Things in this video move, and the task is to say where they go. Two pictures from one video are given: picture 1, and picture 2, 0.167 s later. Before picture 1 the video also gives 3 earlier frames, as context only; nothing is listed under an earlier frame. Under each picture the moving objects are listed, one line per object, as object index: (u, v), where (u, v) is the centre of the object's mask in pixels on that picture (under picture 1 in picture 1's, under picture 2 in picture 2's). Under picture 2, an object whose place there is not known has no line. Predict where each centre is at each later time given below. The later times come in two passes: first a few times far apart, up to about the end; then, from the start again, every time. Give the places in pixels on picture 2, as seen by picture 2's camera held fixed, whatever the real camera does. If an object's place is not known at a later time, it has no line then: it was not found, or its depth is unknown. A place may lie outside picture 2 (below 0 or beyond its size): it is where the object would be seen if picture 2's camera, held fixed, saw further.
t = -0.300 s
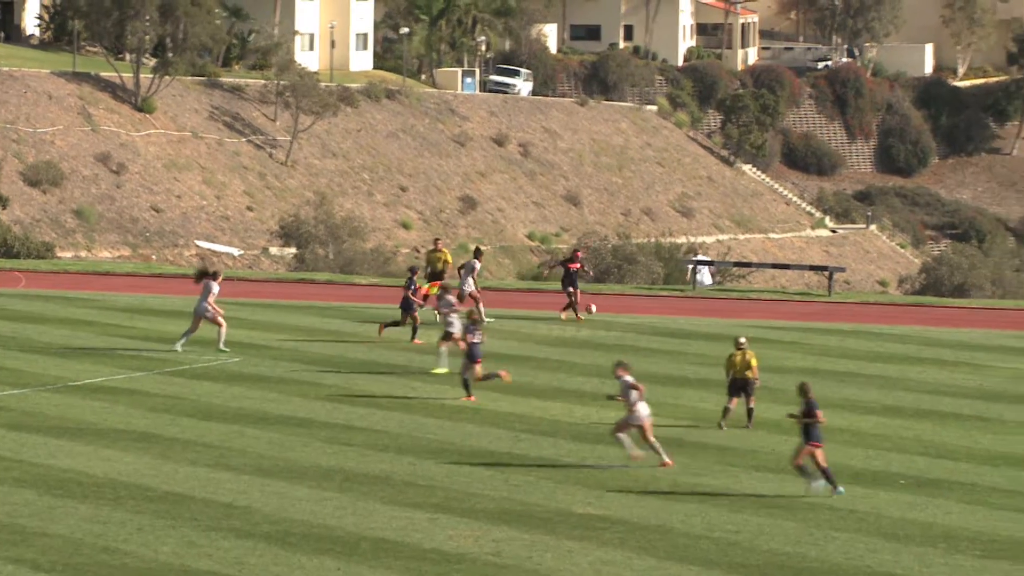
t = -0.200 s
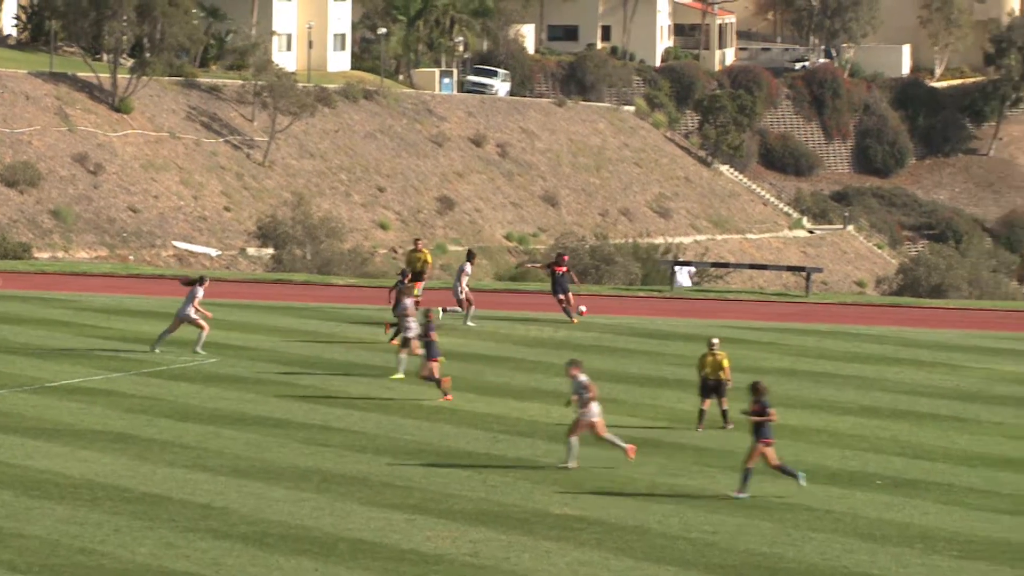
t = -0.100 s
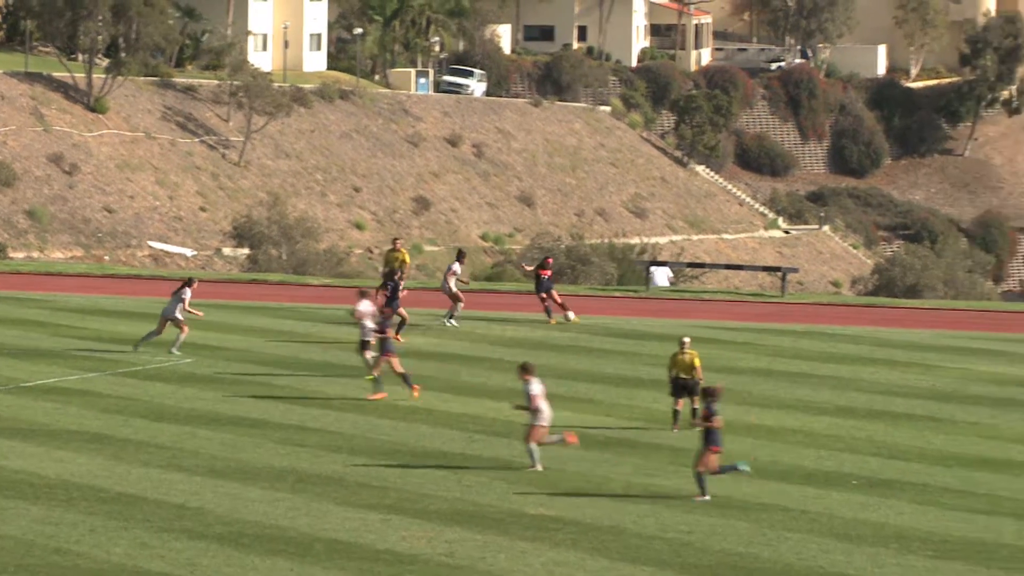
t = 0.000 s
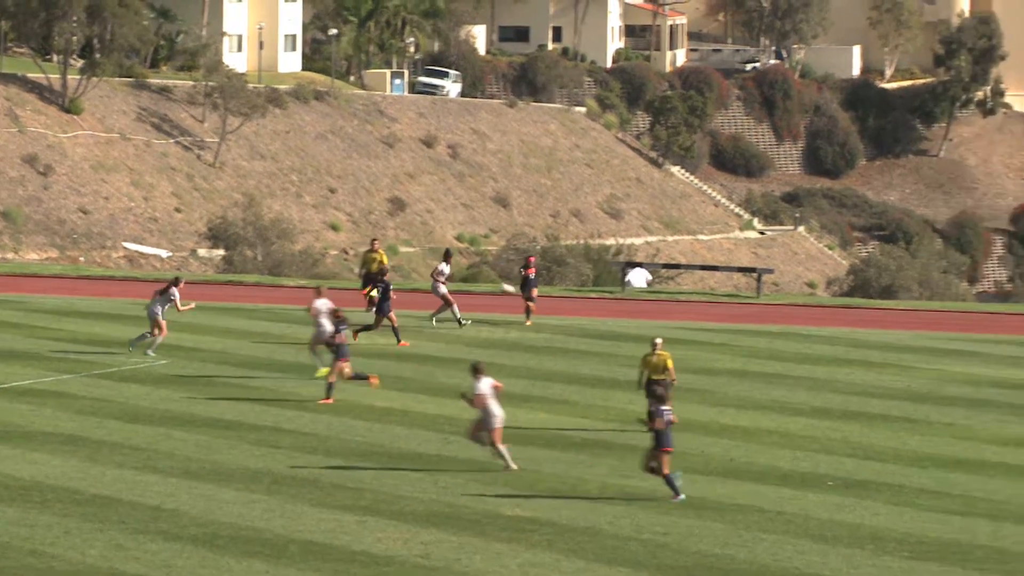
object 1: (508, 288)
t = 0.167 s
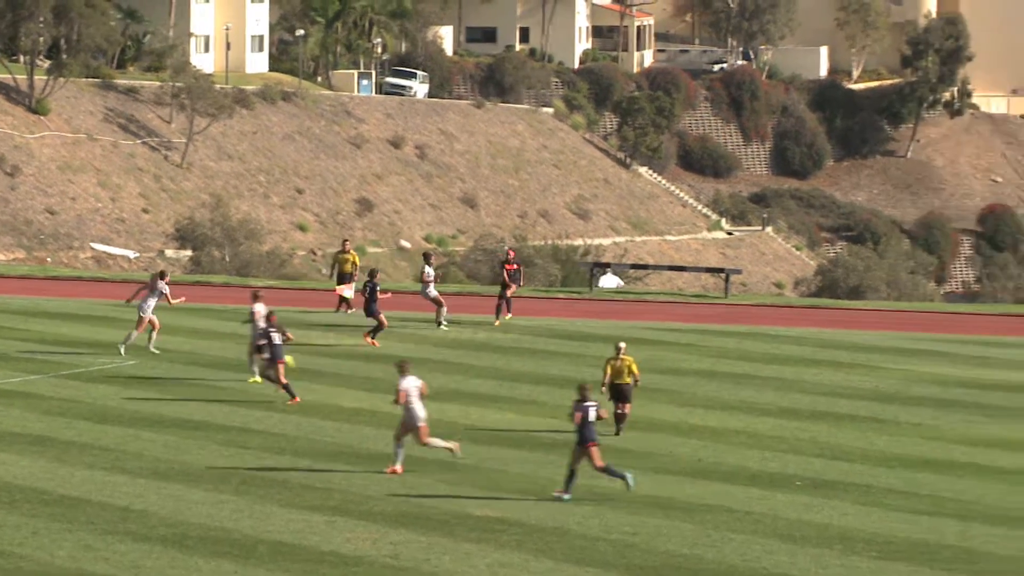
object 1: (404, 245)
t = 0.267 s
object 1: (361, 222)
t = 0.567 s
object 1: (220, 169)
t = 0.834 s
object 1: (85, 145)
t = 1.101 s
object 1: (-68, 152)
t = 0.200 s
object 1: (389, 237)
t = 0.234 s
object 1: (375, 230)
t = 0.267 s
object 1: (361, 222)
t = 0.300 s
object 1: (346, 215)
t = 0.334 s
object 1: (330, 208)
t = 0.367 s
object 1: (315, 201)
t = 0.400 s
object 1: (299, 195)
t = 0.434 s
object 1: (284, 189)
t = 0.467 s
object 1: (268, 184)
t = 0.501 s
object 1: (252, 179)
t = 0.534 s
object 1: (235, 173)
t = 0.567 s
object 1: (220, 169)
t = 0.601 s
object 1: (203, 164)
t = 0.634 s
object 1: (187, 160)
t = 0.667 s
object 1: (171, 157)
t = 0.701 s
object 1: (154, 154)
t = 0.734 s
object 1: (137, 151)
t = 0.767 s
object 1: (120, 149)
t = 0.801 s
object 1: (103, 147)
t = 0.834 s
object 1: (85, 145)
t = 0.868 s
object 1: (67, 144)
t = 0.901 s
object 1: (49, 143)
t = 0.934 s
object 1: (31, 144)
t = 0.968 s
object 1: (12, 145)
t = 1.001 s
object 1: (-8, 145)
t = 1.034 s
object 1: (-28, 147)
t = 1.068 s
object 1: (-48, 149)
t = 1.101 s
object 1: (-68, 152)
